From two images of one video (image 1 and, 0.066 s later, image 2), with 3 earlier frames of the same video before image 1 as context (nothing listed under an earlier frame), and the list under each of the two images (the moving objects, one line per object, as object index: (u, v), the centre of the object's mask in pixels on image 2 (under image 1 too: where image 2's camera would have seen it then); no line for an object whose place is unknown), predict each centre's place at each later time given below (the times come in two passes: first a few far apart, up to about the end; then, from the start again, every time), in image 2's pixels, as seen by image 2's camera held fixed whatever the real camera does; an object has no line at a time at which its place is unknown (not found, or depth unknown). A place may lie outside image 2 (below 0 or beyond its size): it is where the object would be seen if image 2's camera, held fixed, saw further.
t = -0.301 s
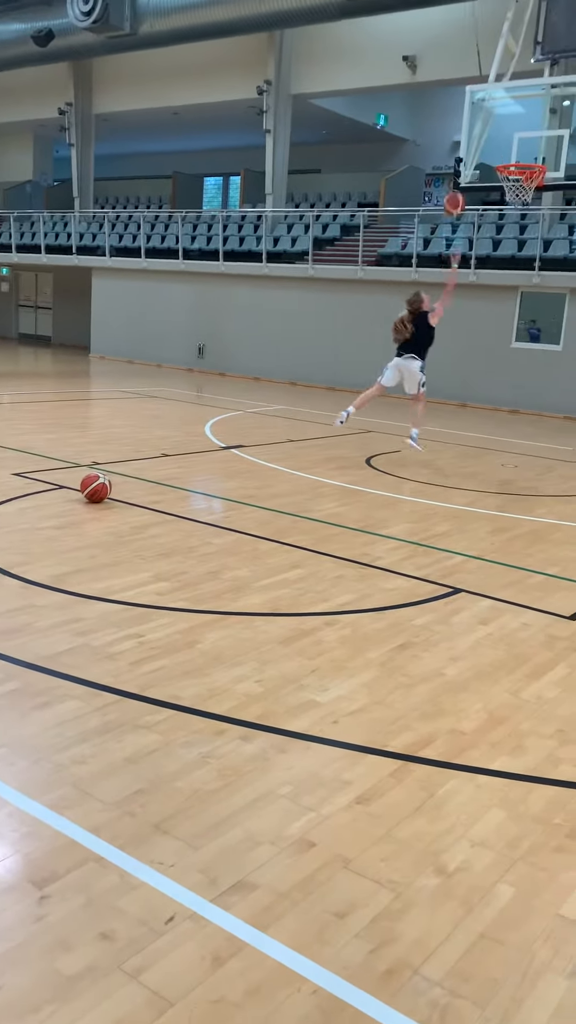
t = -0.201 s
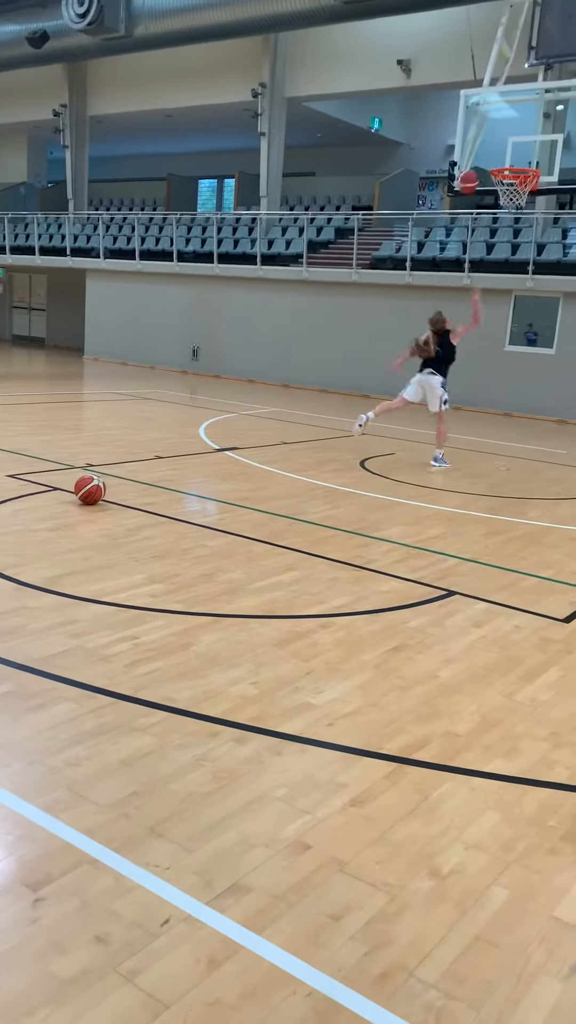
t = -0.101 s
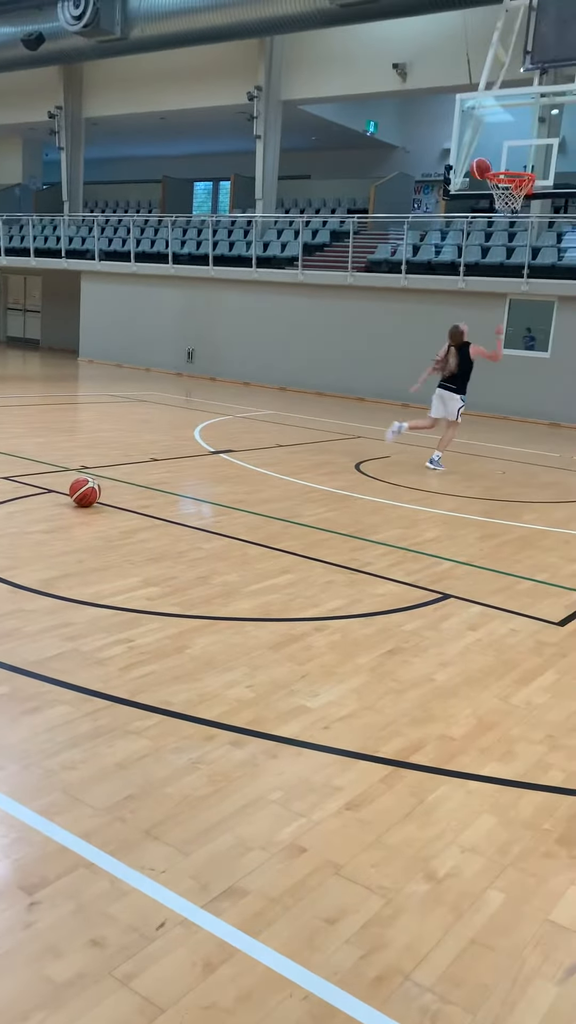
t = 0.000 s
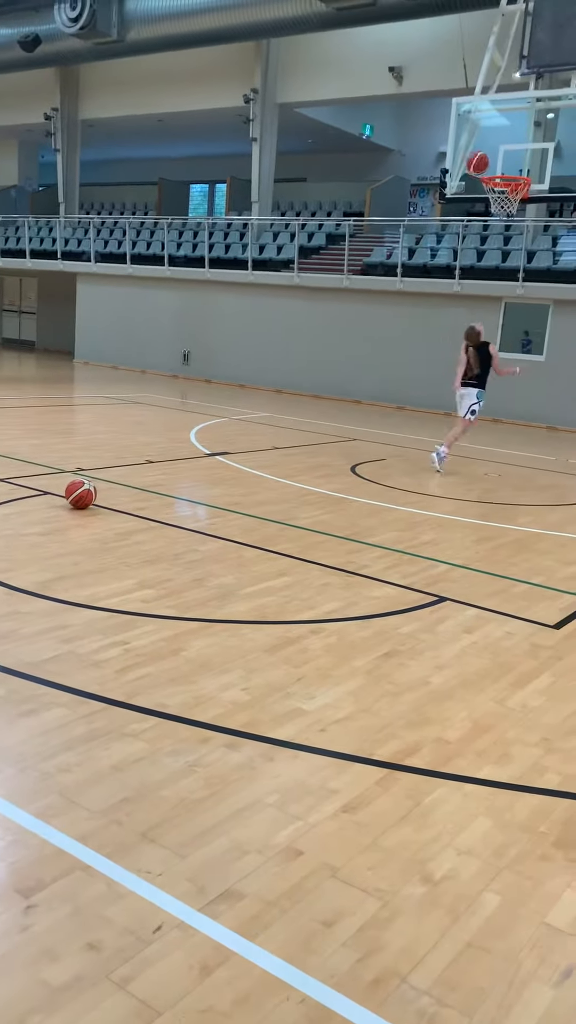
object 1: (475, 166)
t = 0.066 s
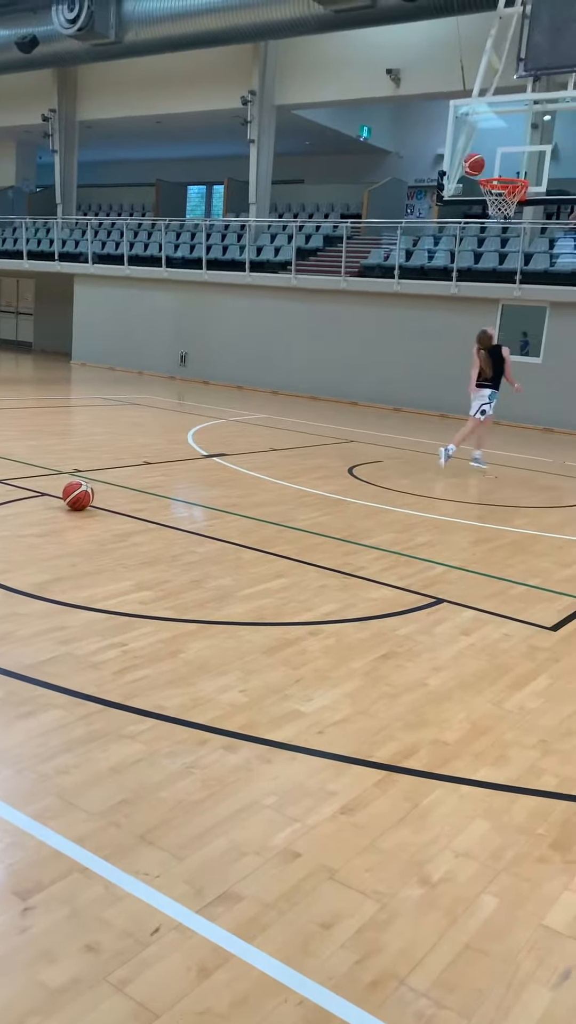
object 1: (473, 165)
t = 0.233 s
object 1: (466, 179)
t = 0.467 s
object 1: (444, 232)
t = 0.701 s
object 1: (416, 340)
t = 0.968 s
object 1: (387, 447)
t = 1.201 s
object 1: (387, 347)
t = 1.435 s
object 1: (380, 301)
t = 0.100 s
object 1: (472, 165)
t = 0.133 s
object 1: (471, 168)
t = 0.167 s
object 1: (469, 172)
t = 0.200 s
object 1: (468, 176)
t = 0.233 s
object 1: (466, 179)
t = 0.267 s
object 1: (464, 183)
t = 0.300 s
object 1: (461, 188)
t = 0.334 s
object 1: (458, 195)
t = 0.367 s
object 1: (455, 203)
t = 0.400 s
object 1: (452, 211)
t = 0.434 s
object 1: (448, 220)
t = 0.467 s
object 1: (444, 232)
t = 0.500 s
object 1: (441, 244)
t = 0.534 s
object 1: (436, 258)
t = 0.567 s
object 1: (433, 272)
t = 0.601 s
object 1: (429, 287)
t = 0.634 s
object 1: (425, 304)
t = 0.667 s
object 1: (421, 322)
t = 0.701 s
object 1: (416, 340)
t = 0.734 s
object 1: (412, 359)
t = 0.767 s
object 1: (408, 379)
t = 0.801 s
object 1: (402, 401)
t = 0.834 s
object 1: (397, 424)
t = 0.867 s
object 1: (392, 449)
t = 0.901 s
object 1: (387, 472)
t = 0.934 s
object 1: (387, 465)
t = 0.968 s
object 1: (387, 447)
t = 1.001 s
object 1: (388, 430)
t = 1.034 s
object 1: (390, 414)
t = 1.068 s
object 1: (390, 399)
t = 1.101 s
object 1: (389, 383)
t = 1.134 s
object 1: (389, 371)
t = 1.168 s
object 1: (388, 358)
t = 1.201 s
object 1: (387, 347)
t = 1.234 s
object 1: (387, 337)
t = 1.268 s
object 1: (385, 329)
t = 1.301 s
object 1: (385, 320)
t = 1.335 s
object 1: (383, 313)
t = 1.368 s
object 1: (382, 308)
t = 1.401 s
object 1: (381, 304)
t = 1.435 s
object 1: (380, 301)
